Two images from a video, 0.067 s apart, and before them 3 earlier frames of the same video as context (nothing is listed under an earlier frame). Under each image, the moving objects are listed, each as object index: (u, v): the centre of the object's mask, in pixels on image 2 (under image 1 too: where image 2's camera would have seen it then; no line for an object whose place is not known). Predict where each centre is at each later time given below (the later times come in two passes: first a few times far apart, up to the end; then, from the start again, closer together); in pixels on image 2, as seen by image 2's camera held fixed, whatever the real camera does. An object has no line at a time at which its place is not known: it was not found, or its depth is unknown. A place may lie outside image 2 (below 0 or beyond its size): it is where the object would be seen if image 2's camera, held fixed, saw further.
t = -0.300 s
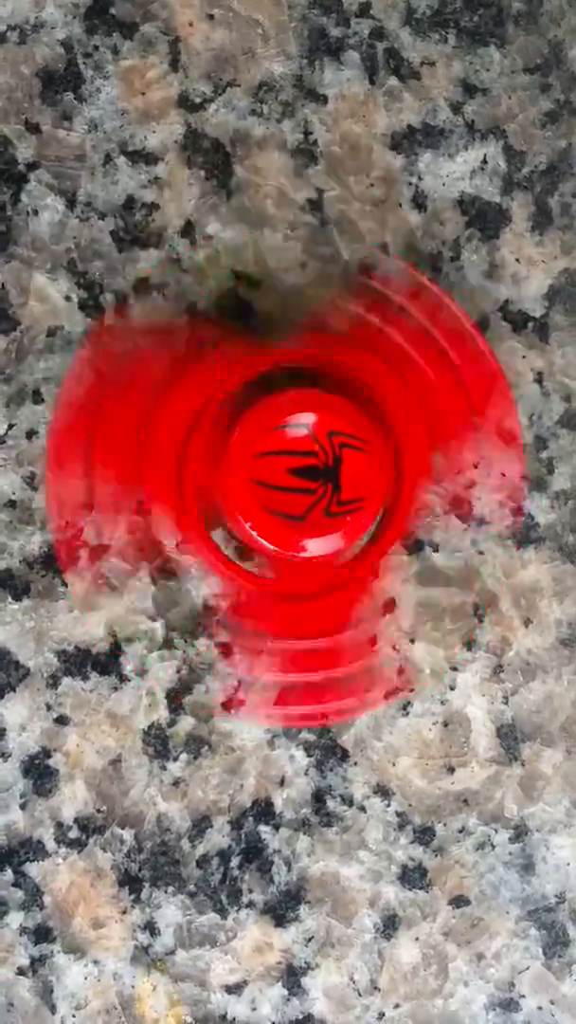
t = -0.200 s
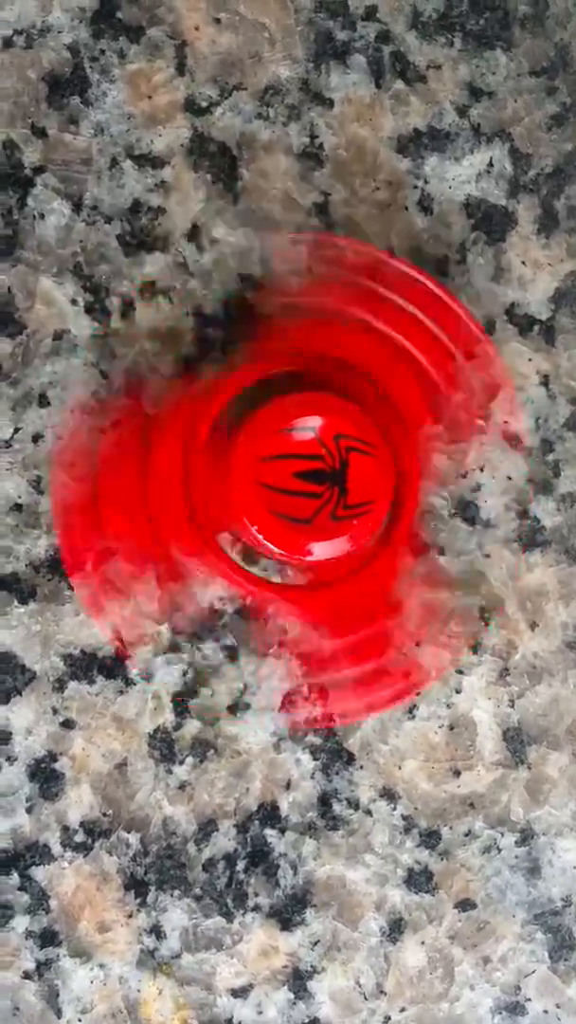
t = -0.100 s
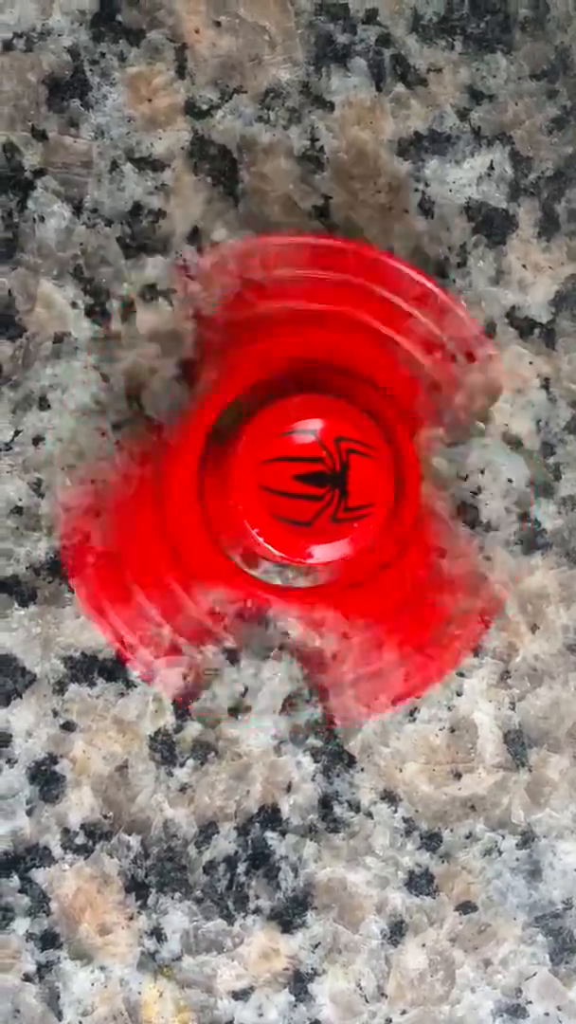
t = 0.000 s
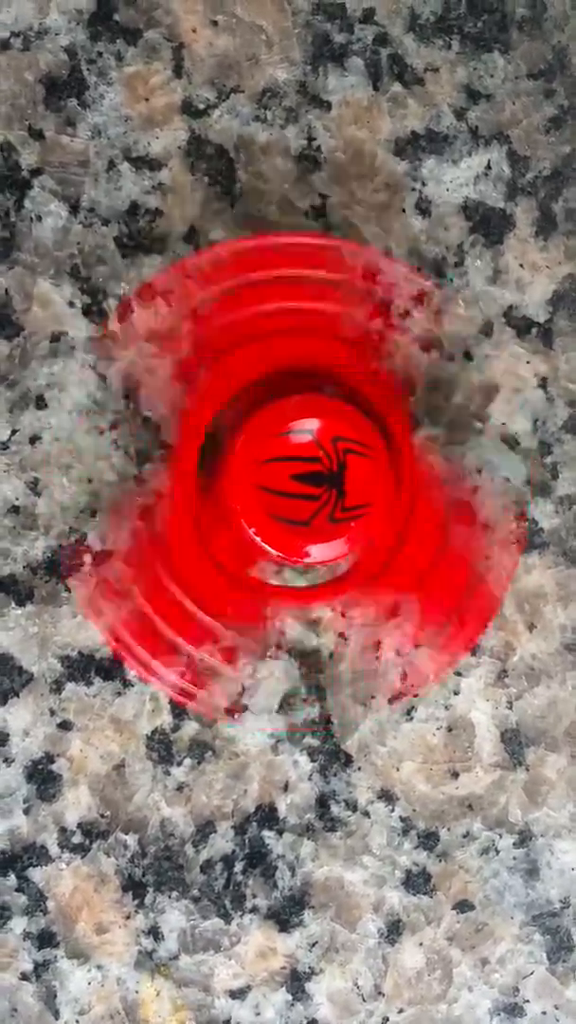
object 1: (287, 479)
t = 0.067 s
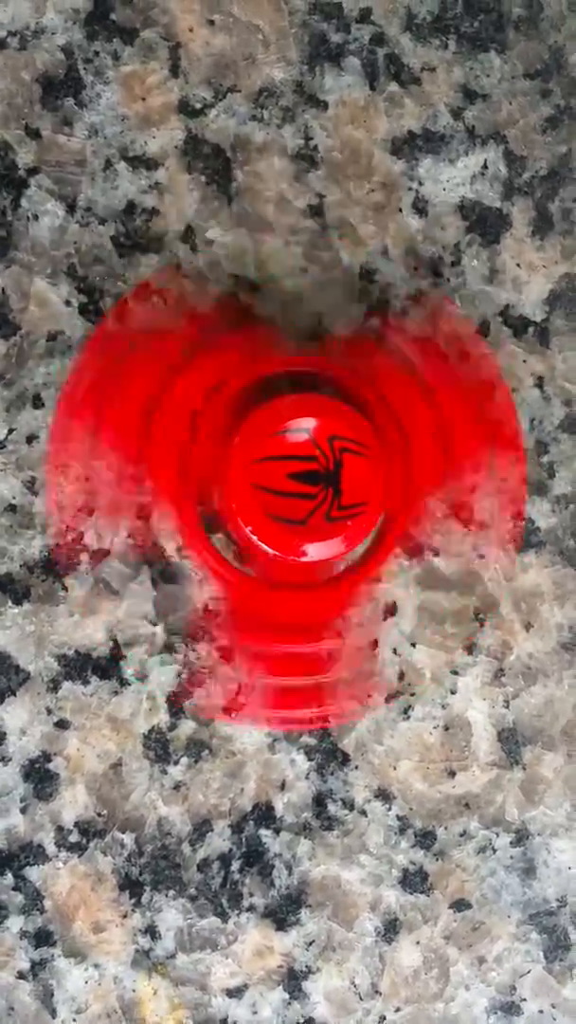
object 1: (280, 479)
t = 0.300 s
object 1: (281, 477)
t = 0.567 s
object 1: (287, 474)
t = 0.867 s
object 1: (281, 477)
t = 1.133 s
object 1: (287, 474)
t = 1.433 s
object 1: (284, 476)
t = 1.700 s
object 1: (285, 477)
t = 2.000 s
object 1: (280, 481)
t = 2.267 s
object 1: (288, 476)
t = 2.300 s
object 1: (289, 484)
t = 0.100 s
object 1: (286, 474)
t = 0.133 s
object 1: (288, 480)
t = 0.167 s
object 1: (280, 477)
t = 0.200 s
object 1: (281, 477)
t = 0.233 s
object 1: (287, 478)
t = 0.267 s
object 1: (288, 481)
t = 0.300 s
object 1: (281, 477)
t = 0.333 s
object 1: (286, 472)
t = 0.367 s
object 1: (288, 480)
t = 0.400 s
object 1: (293, 486)
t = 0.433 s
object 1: (281, 476)
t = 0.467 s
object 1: (286, 479)
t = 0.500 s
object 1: (288, 481)
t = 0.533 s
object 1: (282, 478)
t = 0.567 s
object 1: (287, 474)
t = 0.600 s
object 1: (289, 478)
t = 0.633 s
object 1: (277, 477)
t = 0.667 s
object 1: (286, 477)
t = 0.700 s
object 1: (288, 479)
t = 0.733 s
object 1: (287, 480)
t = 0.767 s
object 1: (280, 482)
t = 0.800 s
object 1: (286, 479)
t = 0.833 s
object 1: (291, 478)
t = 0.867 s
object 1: (281, 477)
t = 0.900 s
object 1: (285, 479)
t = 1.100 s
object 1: (287, 476)
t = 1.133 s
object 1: (287, 474)
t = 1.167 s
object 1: (288, 477)
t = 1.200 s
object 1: (278, 476)
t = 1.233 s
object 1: (287, 486)
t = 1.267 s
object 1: (288, 479)
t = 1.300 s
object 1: (287, 481)
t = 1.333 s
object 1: (282, 483)
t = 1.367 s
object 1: (285, 472)
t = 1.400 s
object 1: (290, 478)
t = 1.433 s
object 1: (284, 476)
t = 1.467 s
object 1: (286, 477)
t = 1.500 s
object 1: (288, 479)
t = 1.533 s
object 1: (280, 479)
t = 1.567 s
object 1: (282, 479)
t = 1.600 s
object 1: (282, 468)
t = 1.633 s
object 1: (287, 482)
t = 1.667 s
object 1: (280, 481)
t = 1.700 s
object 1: (285, 477)
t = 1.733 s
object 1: (289, 480)
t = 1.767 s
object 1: (286, 479)
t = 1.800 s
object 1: (284, 483)
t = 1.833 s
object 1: (288, 477)
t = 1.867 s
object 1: (282, 479)
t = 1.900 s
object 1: (281, 480)
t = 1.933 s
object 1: (288, 478)
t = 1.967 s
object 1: (286, 482)
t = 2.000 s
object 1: (280, 481)
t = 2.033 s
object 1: (284, 473)
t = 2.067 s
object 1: (290, 483)
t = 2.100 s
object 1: (283, 481)
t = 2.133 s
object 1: (287, 474)
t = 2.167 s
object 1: (288, 482)
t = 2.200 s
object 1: (283, 479)
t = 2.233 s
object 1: (284, 480)
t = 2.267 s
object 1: (288, 476)
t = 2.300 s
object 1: (289, 484)
